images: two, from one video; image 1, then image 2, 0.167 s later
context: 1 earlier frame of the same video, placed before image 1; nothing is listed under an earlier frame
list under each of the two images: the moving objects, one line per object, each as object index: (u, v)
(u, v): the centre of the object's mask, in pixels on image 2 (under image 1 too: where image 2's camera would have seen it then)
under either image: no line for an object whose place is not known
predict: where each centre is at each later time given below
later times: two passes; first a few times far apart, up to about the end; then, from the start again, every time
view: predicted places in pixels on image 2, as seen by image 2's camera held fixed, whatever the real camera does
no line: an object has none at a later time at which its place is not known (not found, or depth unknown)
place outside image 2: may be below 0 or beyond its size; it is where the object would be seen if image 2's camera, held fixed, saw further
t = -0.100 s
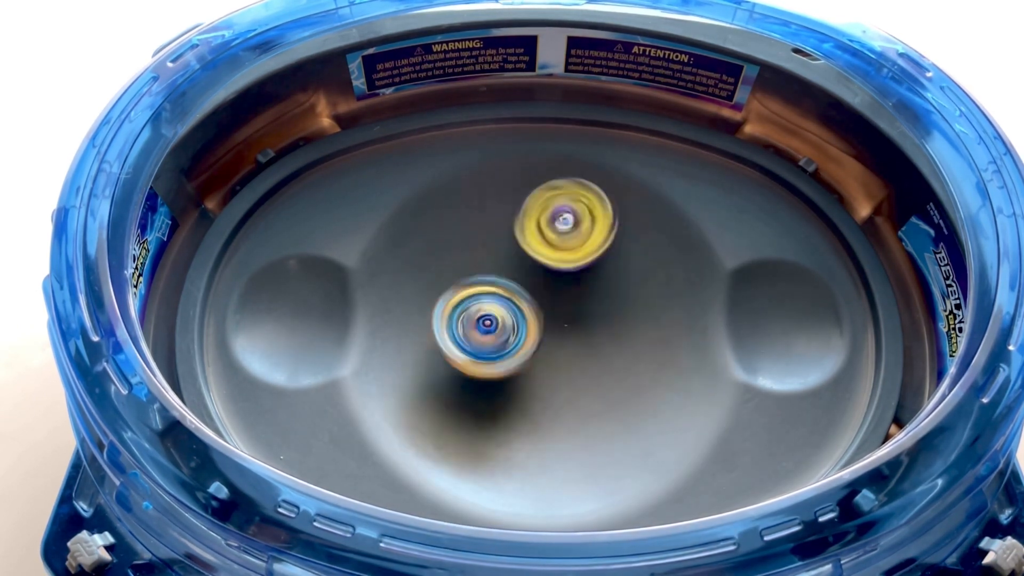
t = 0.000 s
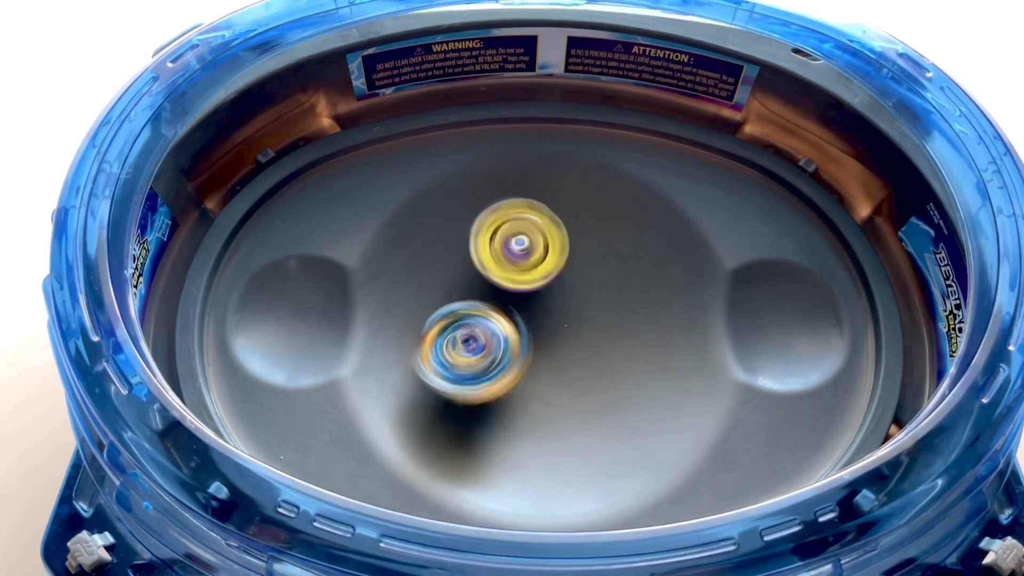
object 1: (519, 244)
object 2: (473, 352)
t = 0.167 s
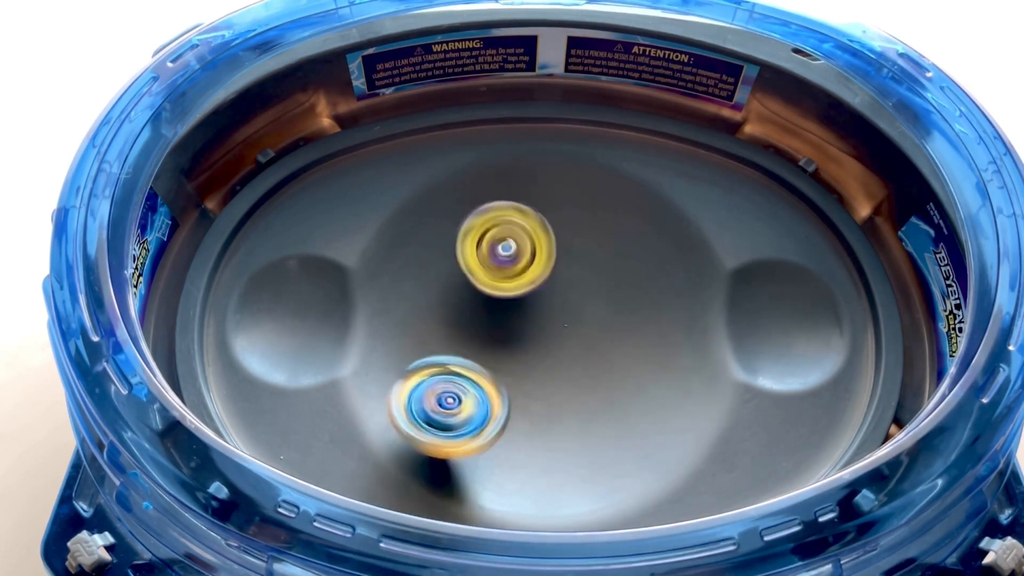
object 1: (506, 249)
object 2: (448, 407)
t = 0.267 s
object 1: (508, 276)
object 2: (460, 423)
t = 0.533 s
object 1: (601, 304)
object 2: (492, 435)
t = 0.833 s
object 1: (625, 286)
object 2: (541, 357)
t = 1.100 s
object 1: (645, 295)
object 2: (570, 275)
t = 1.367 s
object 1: (556, 383)
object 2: (607, 267)
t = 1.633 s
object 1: (453, 340)
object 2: (559, 354)
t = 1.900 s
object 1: (505, 268)
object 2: (559, 375)
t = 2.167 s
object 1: (616, 266)
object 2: (561, 365)
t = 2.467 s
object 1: (609, 310)
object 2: (538, 383)
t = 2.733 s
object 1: (592, 303)
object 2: (513, 359)
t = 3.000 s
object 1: (584, 314)
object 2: (500, 357)
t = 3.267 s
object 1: (579, 366)
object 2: (492, 353)
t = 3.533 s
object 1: (580, 362)
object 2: (492, 353)
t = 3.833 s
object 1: (585, 349)
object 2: (492, 353)
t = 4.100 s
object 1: (582, 351)
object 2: (492, 352)
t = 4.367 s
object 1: (582, 351)
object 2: (491, 352)
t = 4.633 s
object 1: (582, 351)
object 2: (492, 353)
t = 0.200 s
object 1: (504, 256)
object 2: (449, 415)
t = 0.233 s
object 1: (505, 266)
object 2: (453, 420)
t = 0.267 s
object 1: (508, 276)
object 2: (460, 423)
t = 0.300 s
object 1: (512, 287)
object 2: (468, 422)
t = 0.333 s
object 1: (518, 299)
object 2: (476, 420)
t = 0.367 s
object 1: (525, 311)
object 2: (487, 416)
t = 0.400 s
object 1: (539, 315)
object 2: (481, 419)
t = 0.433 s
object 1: (562, 310)
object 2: (479, 424)
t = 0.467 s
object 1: (578, 308)
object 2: (481, 431)
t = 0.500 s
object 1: (590, 307)
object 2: (488, 434)
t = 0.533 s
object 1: (601, 304)
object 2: (492, 435)
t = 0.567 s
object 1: (610, 303)
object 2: (496, 434)
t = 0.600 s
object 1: (615, 301)
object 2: (504, 430)
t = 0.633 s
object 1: (619, 299)
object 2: (510, 421)
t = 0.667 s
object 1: (621, 296)
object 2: (516, 414)
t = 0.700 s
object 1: (619, 298)
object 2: (524, 405)
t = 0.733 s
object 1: (615, 296)
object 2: (531, 392)
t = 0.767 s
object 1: (610, 297)
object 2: (538, 380)
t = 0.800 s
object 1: (619, 295)
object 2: (539, 367)
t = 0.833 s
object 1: (625, 286)
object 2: (541, 357)
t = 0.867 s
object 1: (630, 281)
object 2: (542, 345)
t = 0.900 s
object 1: (632, 275)
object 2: (543, 330)
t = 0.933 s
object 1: (636, 273)
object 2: (550, 318)
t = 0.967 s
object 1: (643, 274)
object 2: (554, 312)
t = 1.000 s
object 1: (647, 276)
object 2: (554, 298)
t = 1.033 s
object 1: (649, 282)
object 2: (559, 288)
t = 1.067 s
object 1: (650, 286)
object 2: (564, 282)
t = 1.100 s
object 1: (645, 295)
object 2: (570, 275)
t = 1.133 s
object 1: (642, 309)
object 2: (582, 264)
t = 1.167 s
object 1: (636, 321)
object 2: (593, 258)
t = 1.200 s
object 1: (627, 334)
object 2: (601, 258)
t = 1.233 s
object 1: (616, 346)
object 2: (605, 261)
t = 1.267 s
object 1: (603, 357)
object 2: (606, 263)
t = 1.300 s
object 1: (588, 367)
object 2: (605, 266)
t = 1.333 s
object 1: (572, 375)
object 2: (606, 265)
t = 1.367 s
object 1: (556, 383)
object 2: (607, 267)
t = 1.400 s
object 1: (539, 386)
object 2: (606, 275)
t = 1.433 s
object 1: (521, 388)
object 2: (599, 284)
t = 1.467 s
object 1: (505, 385)
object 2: (594, 293)
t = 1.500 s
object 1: (490, 381)
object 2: (585, 306)
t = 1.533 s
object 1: (477, 373)
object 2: (575, 318)
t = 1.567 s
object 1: (465, 363)
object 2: (568, 330)
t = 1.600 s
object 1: (458, 352)
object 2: (564, 342)
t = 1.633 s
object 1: (453, 340)
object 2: (559, 354)
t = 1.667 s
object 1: (452, 327)
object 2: (557, 364)
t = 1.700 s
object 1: (453, 314)
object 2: (557, 371)
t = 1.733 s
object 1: (458, 303)
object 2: (558, 377)
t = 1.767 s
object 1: (466, 292)
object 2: (556, 380)
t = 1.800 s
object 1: (476, 284)
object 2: (557, 379)
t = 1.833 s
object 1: (486, 276)
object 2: (558, 377)
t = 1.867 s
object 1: (499, 270)
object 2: (559, 376)
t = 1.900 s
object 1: (505, 268)
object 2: (559, 375)
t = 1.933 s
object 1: (519, 264)
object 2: (560, 371)
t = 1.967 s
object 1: (532, 263)
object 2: (563, 366)
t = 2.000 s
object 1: (547, 264)
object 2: (567, 362)
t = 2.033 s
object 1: (560, 268)
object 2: (573, 357)
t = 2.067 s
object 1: (572, 272)
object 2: (576, 356)
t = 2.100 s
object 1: (588, 269)
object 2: (575, 358)
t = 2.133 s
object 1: (606, 266)
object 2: (566, 362)
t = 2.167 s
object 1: (616, 266)
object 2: (561, 365)
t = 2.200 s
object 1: (620, 269)
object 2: (559, 367)
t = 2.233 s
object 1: (622, 270)
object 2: (558, 369)
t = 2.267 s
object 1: (623, 274)
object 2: (557, 370)
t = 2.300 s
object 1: (623, 280)
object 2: (557, 369)
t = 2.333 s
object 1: (623, 285)
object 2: (556, 371)
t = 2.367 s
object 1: (621, 292)
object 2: (554, 374)
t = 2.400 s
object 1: (620, 297)
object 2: (545, 377)
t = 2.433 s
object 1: (616, 303)
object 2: (539, 383)
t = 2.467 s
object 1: (609, 310)
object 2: (538, 383)
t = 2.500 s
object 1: (603, 313)
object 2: (535, 383)
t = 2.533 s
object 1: (598, 313)
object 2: (533, 383)
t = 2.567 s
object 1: (595, 313)
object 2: (531, 382)
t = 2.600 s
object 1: (593, 310)
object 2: (528, 379)
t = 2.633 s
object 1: (592, 307)
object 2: (524, 375)
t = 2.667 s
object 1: (595, 305)
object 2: (521, 368)
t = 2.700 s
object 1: (594, 305)
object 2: (516, 363)
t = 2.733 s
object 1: (592, 303)
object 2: (513, 359)
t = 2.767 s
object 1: (593, 302)
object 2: (508, 355)
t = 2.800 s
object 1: (592, 302)
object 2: (509, 350)
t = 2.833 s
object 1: (589, 302)
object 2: (509, 348)
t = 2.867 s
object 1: (586, 301)
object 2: (509, 349)
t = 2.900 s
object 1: (585, 302)
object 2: (508, 351)
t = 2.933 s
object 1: (585, 304)
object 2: (505, 355)
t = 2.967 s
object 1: (586, 309)
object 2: (501, 358)
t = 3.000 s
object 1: (584, 314)
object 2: (500, 357)
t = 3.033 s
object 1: (583, 320)
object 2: (496, 354)
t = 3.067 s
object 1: (582, 327)
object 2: (492, 352)
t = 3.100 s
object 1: (581, 335)
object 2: (492, 352)
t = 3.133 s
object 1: (581, 342)
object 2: (491, 353)
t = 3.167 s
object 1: (580, 351)
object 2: (492, 353)
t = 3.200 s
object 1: (580, 358)
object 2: (492, 353)
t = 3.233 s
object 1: (580, 363)
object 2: (492, 353)
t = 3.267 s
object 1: (579, 366)
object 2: (492, 353)
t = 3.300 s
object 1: (578, 367)
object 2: (492, 353)
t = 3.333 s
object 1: (578, 367)
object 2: (492, 353)
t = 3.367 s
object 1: (578, 366)
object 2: (492, 352)
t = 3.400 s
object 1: (578, 366)
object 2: (491, 353)
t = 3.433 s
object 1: (578, 366)
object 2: (491, 353)
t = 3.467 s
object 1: (578, 365)
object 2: (491, 353)
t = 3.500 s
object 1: (579, 364)
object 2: (491, 353)
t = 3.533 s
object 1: (580, 362)
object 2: (492, 353)
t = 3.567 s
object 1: (581, 360)
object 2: (492, 353)
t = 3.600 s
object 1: (582, 358)
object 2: (492, 353)
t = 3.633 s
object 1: (583, 355)
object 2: (491, 353)
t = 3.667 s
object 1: (585, 352)
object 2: (492, 353)
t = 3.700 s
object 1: (586, 349)
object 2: (492, 353)
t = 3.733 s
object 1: (587, 347)
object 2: (492, 353)
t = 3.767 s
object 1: (587, 347)
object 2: (492, 353)
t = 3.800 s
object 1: (586, 348)
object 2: (492, 352)
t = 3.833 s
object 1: (585, 349)
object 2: (492, 353)
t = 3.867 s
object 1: (583, 350)
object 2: (491, 352)
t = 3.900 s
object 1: (582, 351)
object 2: (491, 352)
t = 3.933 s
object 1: (582, 351)
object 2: (492, 352)
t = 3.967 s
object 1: (582, 351)
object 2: (491, 352)
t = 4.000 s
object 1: (583, 350)
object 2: (491, 352)
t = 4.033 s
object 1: (583, 350)
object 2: (491, 352)
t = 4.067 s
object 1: (582, 351)
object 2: (492, 352)
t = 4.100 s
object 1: (582, 351)
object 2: (492, 352)
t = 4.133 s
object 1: (582, 351)
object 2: (492, 353)
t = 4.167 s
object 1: (582, 351)
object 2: (492, 352)
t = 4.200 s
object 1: (582, 351)
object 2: (491, 353)
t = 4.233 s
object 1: (582, 351)
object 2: (491, 352)
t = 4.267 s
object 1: (582, 351)
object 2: (491, 352)
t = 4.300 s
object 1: (582, 351)
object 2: (491, 352)
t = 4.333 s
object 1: (582, 351)
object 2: (491, 352)
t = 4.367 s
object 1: (582, 351)
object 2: (491, 352)
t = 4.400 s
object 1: (582, 351)
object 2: (491, 352)
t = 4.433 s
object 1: (582, 351)
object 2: (491, 352)
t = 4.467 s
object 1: (582, 351)
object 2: (491, 352)
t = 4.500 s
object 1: (582, 351)
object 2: (491, 352)
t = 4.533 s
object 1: (582, 351)
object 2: (492, 353)
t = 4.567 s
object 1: (582, 351)
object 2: (492, 353)
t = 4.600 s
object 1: (582, 351)
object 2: (491, 353)
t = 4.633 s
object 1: (582, 351)
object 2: (492, 353)
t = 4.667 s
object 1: (582, 351)
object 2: (492, 352)
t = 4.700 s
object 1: (582, 351)
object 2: (491, 352)
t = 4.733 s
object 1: (582, 351)
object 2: (491, 352)
